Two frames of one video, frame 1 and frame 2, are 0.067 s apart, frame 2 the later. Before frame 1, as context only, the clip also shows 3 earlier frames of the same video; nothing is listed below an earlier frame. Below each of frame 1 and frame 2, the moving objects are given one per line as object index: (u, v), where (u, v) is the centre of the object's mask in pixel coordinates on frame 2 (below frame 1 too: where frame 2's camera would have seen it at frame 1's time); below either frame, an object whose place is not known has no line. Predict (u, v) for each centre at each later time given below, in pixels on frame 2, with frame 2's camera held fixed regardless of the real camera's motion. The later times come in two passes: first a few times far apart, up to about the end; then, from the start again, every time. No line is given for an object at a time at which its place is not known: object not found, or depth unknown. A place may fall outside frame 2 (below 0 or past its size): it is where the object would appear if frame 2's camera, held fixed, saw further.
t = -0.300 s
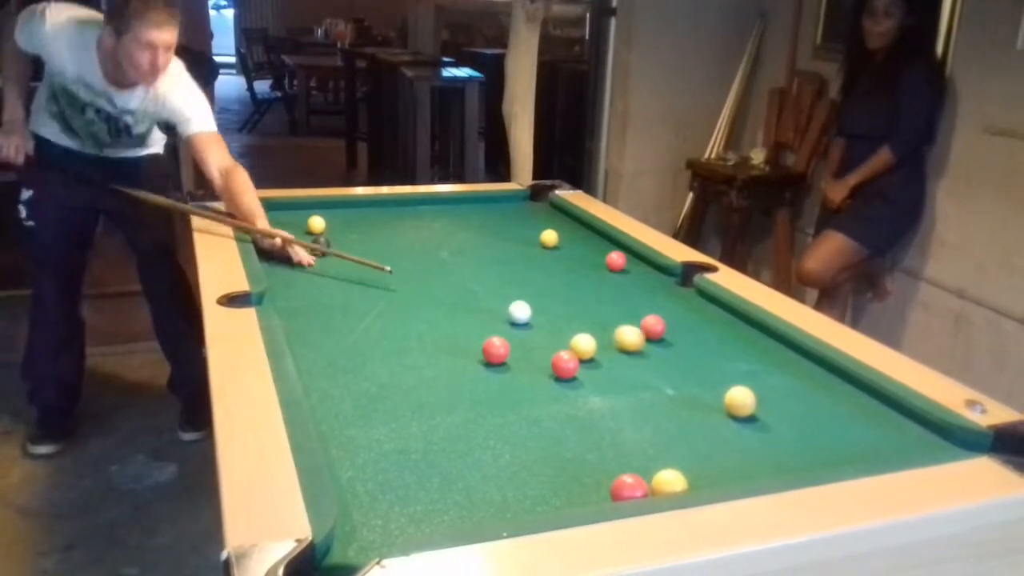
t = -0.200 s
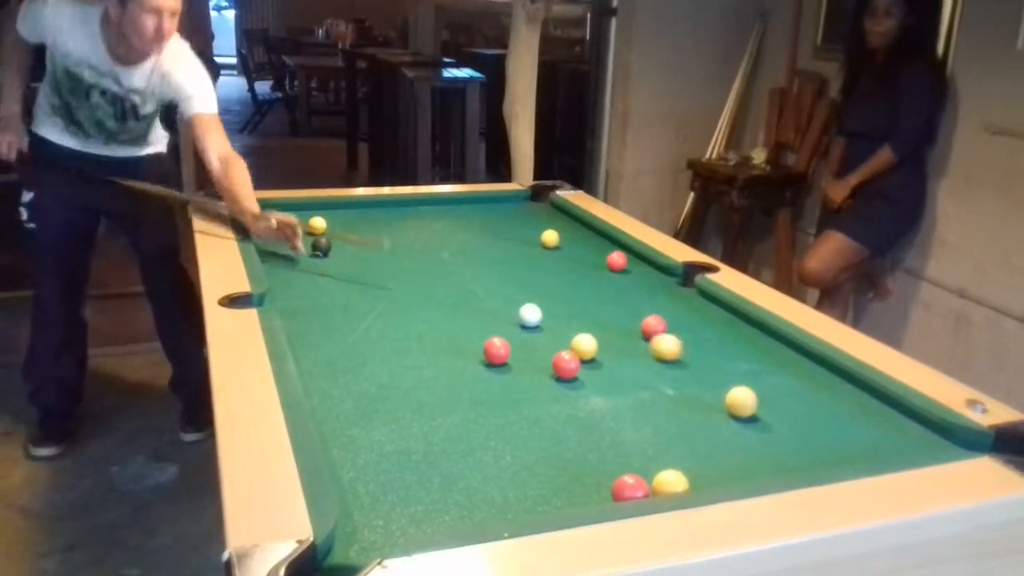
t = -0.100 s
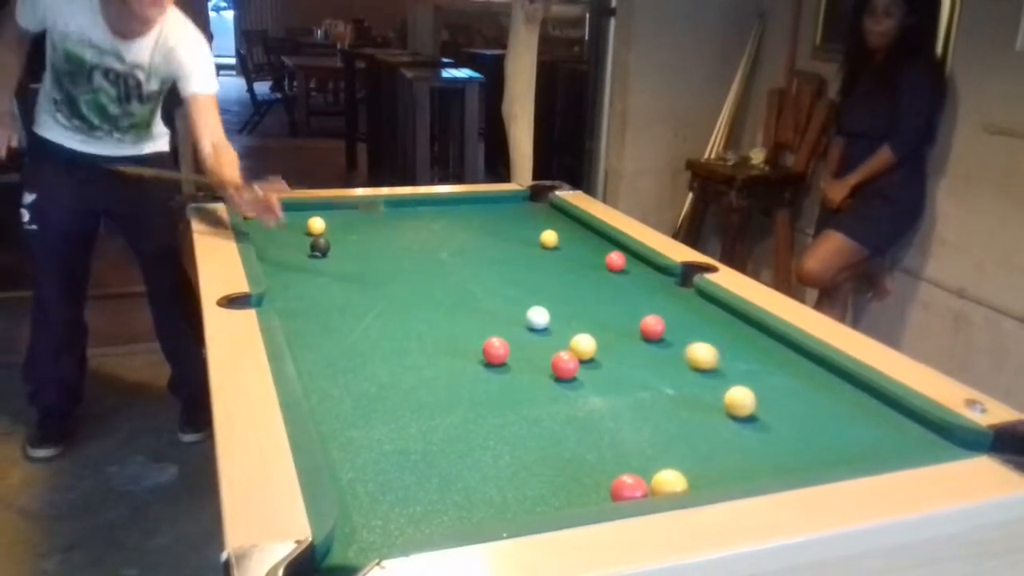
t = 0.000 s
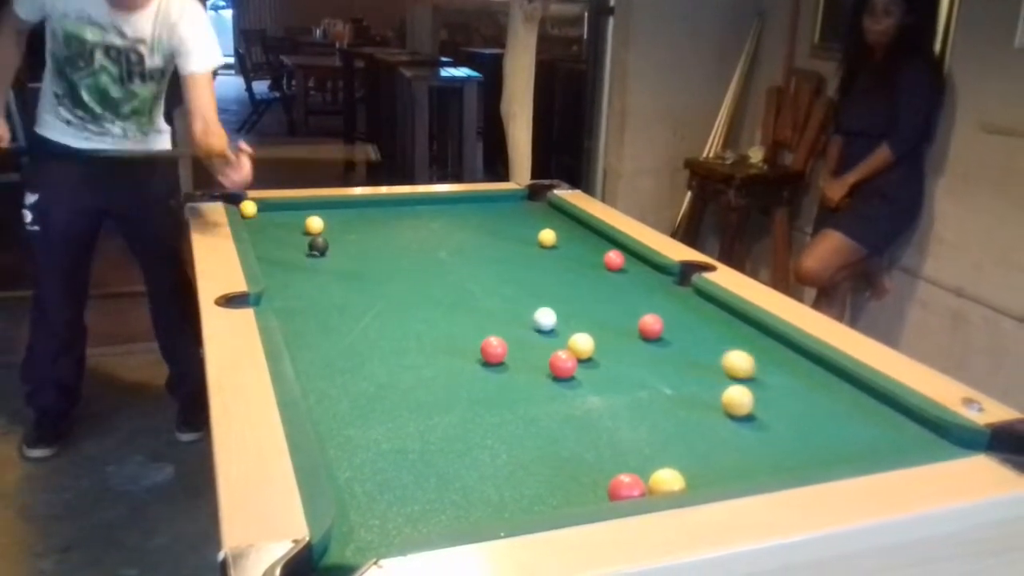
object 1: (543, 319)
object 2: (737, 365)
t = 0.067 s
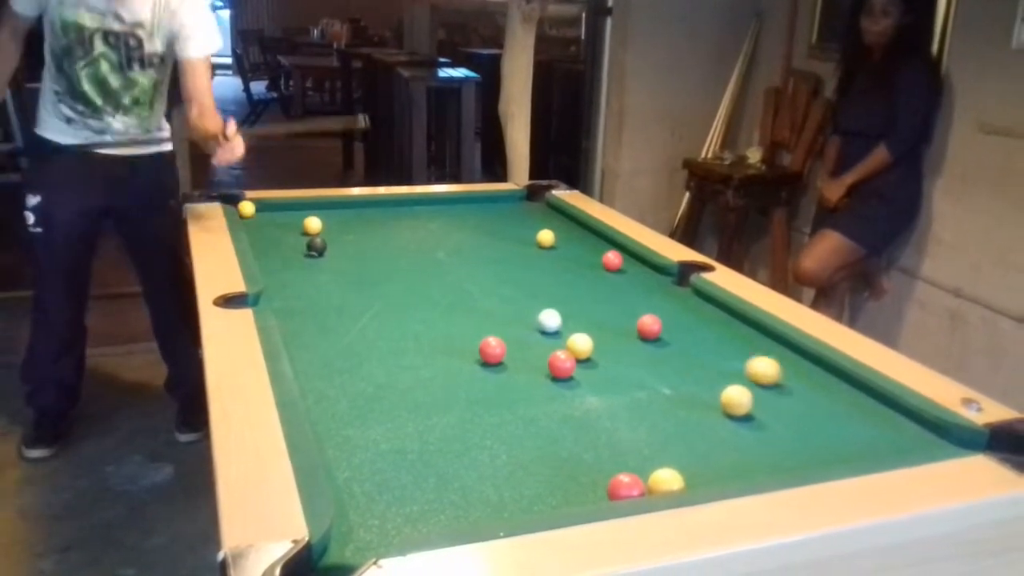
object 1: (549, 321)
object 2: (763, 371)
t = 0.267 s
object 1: (565, 324)
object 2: (846, 390)
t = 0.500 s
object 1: (585, 327)
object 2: (877, 416)
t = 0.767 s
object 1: (602, 335)
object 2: (884, 445)
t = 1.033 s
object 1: (617, 340)
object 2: (827, 440)
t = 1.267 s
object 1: (629, 344)
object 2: (773, 428)
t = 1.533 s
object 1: (641, 347)
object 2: (716, 415)
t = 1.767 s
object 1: (648, 350)
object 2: (672, 404)
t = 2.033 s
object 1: (655, 351)
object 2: (626, 393)
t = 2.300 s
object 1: (659, 353)
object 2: (584, 383)
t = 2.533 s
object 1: (660, 353)
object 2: (550, 376)
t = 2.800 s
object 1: (659, 353)
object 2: (516, 368)
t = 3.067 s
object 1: (659, 353)
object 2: (483, 361)
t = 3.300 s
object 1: (659, 353)
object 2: (458, 356)
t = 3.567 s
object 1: (659, 353)
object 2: (432, 351)
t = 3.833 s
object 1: (659, 353)
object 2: (408, 346)
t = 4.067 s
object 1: (659, 353)
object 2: (389, 344)
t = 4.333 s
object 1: (659, 353)
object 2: (369, 340)
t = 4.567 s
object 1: (659, 353)
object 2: (355, 338)
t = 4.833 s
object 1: (659, 353)
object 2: (341, 336)
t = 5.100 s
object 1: (659, 353)
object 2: (328, 335)
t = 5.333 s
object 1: (659, 353)
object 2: (319, 334)
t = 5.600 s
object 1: (659, 353)
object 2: (310, 335)
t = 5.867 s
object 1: (659, 353)
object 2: (304, 334)
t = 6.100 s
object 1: (659, 353)
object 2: (300, 334)
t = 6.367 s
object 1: (659, 353)
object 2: (299, 334)
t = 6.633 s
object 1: (659, 353)
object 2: (299, 334)
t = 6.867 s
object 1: (659, 353)
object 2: (299, 334)
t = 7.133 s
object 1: (659, 353)
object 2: (299, 334)
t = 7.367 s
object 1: (659, 353)
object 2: (299, 334)
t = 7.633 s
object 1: (659, 353)
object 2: (299, 334)
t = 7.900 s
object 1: (659, 353)
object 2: (299, 334)
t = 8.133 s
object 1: (659, 353)
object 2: (299, 334)
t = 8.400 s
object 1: (659, 353)
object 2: (299, 334)
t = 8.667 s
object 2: (299, 334)
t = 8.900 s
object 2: (299, 334)
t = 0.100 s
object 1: (552, 321)
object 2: (777, 374)
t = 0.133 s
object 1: (555, 322)
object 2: (790, 377)
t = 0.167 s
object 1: (558, 323)
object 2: (804, 380)
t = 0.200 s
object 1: (560, 323)
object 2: (818, 383)
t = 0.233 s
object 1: (563, 324)
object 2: (832, 387)
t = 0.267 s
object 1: (565, 324)
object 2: (846, 390)
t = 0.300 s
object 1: (568, 325)
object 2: (860, 393)
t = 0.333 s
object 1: (571, 325)
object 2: (872, 397)
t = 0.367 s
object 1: (573, 325)
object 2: (873, 401)
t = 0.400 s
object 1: (576, 326)
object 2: (874, 404)
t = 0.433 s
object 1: (579, 326)
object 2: (875, 408)
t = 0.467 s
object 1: (582, 327)
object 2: (876, 412)
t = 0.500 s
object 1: (585, 327)
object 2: (877, 416)
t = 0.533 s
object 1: (587, 328)
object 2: (878, 420)
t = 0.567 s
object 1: (590, 329)
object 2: (879, 424)
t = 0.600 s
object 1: (592, 330)
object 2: (880, 428)
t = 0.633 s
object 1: (594, 331)
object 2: (881, 432)
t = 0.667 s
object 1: (596, 332)
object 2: (882, 436)
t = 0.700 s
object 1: (598, 333)
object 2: (883, 440)
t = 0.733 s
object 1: (600, 334)
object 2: (883, 442)
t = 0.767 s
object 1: (602, 335)
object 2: (884, 445)
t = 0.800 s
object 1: (604, 336)
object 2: (884, 447)
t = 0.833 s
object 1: (606, 337)
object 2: (876, 446)
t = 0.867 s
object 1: (608, 337)
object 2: (868, 445)
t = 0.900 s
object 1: (610, 338)
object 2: (859, 445)
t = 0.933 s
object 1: (612, 338)
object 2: (851, 444)
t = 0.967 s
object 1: (614, 339)
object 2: (843, 444)
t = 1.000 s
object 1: (615, 340)
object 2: (835, 441)
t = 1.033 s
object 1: (617, 340)
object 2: (827, 440)
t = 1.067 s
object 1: (619, 341)
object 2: (819, 438)
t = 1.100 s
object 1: (621, 341)
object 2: (811, 437)
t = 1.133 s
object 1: (623, 342)
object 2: (803, 434)
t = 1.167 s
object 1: (625, 342)
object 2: (795, 433)
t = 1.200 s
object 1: (626, 343)
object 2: (788, 431)
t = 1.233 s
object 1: (628, 343)
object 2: (780, 429)
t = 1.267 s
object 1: (629, 344)
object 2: (773, 428)
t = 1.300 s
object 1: (631, 344)
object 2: (766, 426)
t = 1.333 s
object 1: (632, 345)
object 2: (758, 424)
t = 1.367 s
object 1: (634, 345)
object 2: (751, 423)
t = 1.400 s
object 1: (635, 346)
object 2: (744, 421)
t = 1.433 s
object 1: (637, 346)
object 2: (737, 420)
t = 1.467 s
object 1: (638, 346)
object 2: (729, 418)
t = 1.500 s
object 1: (639, 347)
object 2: (723, 417)
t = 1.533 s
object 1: (641, 347)
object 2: (716, 415)
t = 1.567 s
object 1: (642, 348)
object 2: (710, 413)
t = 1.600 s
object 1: (643, 348)
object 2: (703, 411)
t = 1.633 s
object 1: (644, 348)
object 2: (696, 410)
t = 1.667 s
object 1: (645, 349)
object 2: (691, 409)
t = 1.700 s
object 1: (647, 349)
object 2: (684, 407)
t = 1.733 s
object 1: (648, 349)
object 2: (678, 405)
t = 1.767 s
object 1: (648, 350)
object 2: (672, 404)
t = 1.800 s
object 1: (649, 350)
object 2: (666, 403)
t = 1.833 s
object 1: (650, 350)
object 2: (660, 401)
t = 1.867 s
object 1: (651, 350)
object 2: (654, 400)
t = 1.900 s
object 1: (652, 351)
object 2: (648, 398)
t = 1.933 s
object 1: (653, 351)
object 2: (643, 397)
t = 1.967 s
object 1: (654, 351)
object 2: (637, 396)
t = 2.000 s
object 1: (654, 351)
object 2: (632, 394)
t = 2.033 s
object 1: (655, 351)
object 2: (626, 393)
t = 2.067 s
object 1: (655, 352)
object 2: (620, 391)
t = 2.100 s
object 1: (656, 352)
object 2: (615, 390)
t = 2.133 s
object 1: (656, 352)
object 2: (610, 389)
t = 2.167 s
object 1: (657, 352)
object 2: (605, 388)
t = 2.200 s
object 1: (658, 352)
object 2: (599, 387)
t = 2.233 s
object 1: (658, 353)
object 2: (594, 385)
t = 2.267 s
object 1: (659, 353)
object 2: (589, 384)
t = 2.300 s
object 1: (659, 353)
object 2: (584, 383)
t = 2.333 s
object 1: (659, 353)
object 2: (579, 382)
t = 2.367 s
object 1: (660, 353)
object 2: (574, 381)
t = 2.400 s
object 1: (660, 353)
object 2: (569, 380)
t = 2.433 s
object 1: (660, 353)
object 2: (564, 379)
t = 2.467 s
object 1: (660, 353)
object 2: (560, 378)
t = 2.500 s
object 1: (660, 353)
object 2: (555, 377)
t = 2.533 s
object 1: (660, 353)
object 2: (550, 376)
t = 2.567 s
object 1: (660, 353)
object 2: (545, 374)
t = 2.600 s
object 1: (660, 353)
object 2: (541, 374)
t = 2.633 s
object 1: (660, 353)
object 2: (537, 373)
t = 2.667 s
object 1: (660, 353)
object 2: (532, 372)
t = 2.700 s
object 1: (659, 353)
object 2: (528, 371)
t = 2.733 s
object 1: (659, 353)
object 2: (524, 370)
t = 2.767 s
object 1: (659, 353)
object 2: (520, 369)
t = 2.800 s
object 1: (659, 353)
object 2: (516, 368)
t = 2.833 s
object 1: (659, 353)
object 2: (512, 367)
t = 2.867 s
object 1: (659, 353)
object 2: (508, 366)
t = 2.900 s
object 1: (659, 353)
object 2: (504, 365)
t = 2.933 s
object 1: (659, 353)
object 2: (499, 364)
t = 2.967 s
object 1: (659, 353)
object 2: (495, 364)
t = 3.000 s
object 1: (659, 353)
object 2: (491, 363)
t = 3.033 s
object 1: (659, 353)
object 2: (487, 362)
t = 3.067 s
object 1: (659, 353)
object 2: (483, 361)
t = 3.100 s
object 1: (659, 353)
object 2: (479, 360)
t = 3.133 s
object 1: (659, 353)
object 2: (476, 360)
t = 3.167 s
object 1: (659, 353)
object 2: (472, 359)
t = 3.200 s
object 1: (659, 353)
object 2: (469, 358)
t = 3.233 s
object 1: (659, 353)
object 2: (465, 358)
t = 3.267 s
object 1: (659, 353)
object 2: (462, 357)
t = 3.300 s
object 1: (659, 353)
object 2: (458, 356)
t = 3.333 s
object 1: (659, 353)
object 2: (454, 356)
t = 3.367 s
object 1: (659, 353)
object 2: (451, 354)
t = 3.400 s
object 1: (659, 353)
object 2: (448, 354)
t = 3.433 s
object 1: (659, 353)
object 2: (445, 354)
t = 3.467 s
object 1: (659, 353)
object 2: (441, 353)
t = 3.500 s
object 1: (659, 353)
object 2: (438, 352)
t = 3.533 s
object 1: (659, 353)
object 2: (435, 352)
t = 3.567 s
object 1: (659, 353)
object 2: (432, 351)
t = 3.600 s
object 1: (659, 353)
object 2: (429, 350)
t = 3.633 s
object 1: (659, 353)
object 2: (426, 350)
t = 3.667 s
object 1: (659, 353)
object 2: (423, 349)
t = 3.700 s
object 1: (659, 353)
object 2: (419, 349)
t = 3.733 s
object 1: (659, 353)
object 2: (416, 348)
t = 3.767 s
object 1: (659, 353)
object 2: (413, 347)
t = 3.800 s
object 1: (659, 353)
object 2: (410, 347)
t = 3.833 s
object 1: (659, 353)
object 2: (408, 346)
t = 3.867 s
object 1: (659, 353)
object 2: (405, 346)
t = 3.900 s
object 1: (659, 353)
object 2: (402, 346)
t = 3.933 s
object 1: (659, 353)
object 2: (399, 345)
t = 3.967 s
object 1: (659, 353)
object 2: (397, 344)
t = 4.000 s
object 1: (659, 353)
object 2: (394, 344)
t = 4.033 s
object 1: (659, 353)
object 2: (392, 344)
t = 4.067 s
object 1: (659, 353)
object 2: (389, 344)
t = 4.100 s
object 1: (659, 353)
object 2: (386, 343)
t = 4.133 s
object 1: (659, 353)
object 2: (384, 343)
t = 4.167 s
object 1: (659, 353)
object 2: (381, 342)
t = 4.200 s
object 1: (659, 353)
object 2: (379, 342)
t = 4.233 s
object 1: (659, 353)
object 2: (377, 342)
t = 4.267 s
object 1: (659, 353)
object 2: (374, 341)
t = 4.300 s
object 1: (659, 353)
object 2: (372, 340)
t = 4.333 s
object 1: (659, 353)
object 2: (369, 340)
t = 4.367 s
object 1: (659, 353)
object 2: (367, 340)
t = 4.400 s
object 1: (659, 353)
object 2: (365, 339)
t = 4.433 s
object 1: (659, 353)
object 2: (363, 339)
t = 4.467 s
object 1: (659, 353)
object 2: (361, 339)
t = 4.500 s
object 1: (659, 353)
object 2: (359, 339)
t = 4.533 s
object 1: (659, 353)
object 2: (357, 339)
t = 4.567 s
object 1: (659, 353)
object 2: (355, 338)
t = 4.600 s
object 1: (659, 353)
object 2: (353, 338)
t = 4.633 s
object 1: (659, 353)
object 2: (351, 337)
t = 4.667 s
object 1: (659, 353)
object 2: (350, 337)
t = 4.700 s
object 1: (659, 353)
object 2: (348, 337)
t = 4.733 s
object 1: (659, 353)
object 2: (346, 337)
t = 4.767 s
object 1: (659, 353)
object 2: (344, 337)
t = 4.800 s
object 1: (659, 353)
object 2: (342, 337)
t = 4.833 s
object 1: (659, 353)
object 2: (341, 336)
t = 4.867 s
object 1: (659, 353)
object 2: (339, 336)
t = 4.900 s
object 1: (659, 353)
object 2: (338, 336)
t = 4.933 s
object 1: (659, 353)
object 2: (336, 335)
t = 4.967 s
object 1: (659, 353)
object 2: (334, 335)
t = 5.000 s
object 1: (659, 353)
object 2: (333, 335)
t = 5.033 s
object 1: (659, 353)
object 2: (331, 335)
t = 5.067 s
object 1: (659, 353)
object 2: (329, 335)
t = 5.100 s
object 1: (659, 353)
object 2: (328, 335)
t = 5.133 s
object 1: (659, 353)
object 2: (327, 335)
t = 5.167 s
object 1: (659, 353)
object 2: (325, 335)
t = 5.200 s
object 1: (659, 353)
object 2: (324, 335)
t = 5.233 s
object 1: (659, 353)
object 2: (323, 335)
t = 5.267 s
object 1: (659, 353)
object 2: (321, 335)
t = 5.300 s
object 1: (659, 353)
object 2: (320, 335)
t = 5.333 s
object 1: (659, 353)
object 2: (319, 334)
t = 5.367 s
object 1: (659, 353)
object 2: (317, 334)
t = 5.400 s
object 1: (659, 353)
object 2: (316, 334)
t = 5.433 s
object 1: (659, 353)
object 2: (315, 334)
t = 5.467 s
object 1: (659, 353)
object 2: (314, 335)
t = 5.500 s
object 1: (659, 353)
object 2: (313, 334)
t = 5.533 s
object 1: (659, 353)
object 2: (312, 334)
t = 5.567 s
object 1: (659, 353)
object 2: (311, 335)
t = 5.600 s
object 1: (659, 353)
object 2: (310, 335)
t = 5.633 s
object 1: (659, 353)
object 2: (309, 334)
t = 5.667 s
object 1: (659, 353)
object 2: (308, 335)
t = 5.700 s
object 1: (659, 353)
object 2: (307, 334)
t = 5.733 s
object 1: (659, 353)
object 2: (306, 335)
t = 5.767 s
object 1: (659, 353)
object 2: (306, 334)
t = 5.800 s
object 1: (659, 353)
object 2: (305, 334)
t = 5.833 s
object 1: (659, 353)
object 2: (304, 334)
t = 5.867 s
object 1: (659, 353)
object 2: (304, 334)
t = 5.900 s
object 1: (659, 353)
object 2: (303, 335)
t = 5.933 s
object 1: (659, 353)
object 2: (302, 335)
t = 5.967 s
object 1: (659, 353)
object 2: (302, 334)
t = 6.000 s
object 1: (659, 353)
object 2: (301, 334)
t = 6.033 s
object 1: (659, 353)
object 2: (301, 334)
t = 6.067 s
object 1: (659, 353)
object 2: (300, 334)
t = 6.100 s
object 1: (659, 353)
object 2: (300, 334)
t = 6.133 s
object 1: (659, 353)
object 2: (299, 335)
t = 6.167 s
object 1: (659, 353)
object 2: (299, 334)
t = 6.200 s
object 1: (659, 353)
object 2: (299, 334)
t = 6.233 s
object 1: (659, 353)
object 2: (299, 334)
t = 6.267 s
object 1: (659, 353)
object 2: (298, 334)
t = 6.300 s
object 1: (659, 353)
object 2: (298, 335)
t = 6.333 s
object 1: (659, 353)
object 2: (299, 334)
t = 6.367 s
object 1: (659, 353)
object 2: (299, 334)
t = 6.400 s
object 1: (659, 353)
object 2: (299, 334)
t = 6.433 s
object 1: (659, 353)
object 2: (299, 334)
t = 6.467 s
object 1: (659, 353)
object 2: (299, 334)
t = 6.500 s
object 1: (659, 353)
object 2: (299, 334)
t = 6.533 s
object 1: (659, 353)
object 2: (299, 334)
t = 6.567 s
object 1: (659, 353)
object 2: (299, 334)
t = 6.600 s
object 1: (659, 353)
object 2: (299, 334)
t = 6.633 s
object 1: (659, 353)
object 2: (299, 334)
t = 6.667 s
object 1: (659, 353)
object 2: (299, 334)
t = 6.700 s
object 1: (659, 353)
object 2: (299, 334)
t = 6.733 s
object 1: (659, 353)
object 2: (299, 334)
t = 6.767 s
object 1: (659, 353)
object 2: (299, 334)
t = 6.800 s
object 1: (659, 353)
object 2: (299, 334)
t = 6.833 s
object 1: (659, 353)
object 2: (299, 334)
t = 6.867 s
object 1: (659, 353)
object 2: (299, 334)
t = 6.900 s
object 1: (659, 353)
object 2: (299, 334)
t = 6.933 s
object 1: (659, 353)
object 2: (299, 334)
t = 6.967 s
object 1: (659, 353)
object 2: (299, 334)
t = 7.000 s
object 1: (659, 353)
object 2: (299, 334)
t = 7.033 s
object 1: (659, 353)
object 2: (299, 334)
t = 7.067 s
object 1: (659, 353)
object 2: (299, 334)
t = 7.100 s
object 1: (659, 353)
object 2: (299, 334)
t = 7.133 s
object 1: (659, 353)
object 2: (299, 334)
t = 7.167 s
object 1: (659, 353)
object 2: (299, 334)
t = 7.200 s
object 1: (659, 353)
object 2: (299, 334)
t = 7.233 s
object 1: (659, 353)
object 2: (299, 334)
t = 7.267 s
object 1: (659, 353)
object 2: (299, 334)
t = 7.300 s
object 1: (659, 353)
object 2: (299, 334)
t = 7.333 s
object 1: (659, 353)
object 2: (299, 334)
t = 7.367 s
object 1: (659, 353)
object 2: (299, 334)
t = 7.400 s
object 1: (659, 353)
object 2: (299, 334)
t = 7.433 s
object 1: (659, 353)
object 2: (299, 334)
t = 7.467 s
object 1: (659, 353)
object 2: (299, 334)
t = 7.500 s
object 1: (659, 353)
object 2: (299, 334)
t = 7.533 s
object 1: (659, 353)
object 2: (299, 334)
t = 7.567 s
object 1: (659, 353)
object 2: (299, 334)
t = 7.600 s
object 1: (659, 353)
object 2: (299, 334)
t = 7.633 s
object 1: (659, 353)
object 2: (299, 334)
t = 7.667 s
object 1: (659, 353)
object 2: (299, 334)
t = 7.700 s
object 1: (659, 353)
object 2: (299, 334)
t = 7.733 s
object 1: (659, 353)
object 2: (299, 334)
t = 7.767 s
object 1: (659, 353)
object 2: (299, 334)
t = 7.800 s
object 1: (659, 353)
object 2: (299, 334)
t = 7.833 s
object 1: (659, 353)
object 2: (299, 334)
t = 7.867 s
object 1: (659, 353)
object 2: (299, 334)
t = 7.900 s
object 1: (659, 353)
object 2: (299, 334)
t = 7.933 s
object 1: (659, 353)
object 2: (299, 334)
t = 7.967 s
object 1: (659, 353)
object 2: (299, 335)
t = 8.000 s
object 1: (659, 353)
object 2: (299, 334)
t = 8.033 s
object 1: (659, 353)
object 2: (299, 334)
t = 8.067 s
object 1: (659, 353)
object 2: (299, 334)
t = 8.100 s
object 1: (659, 353)
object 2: (299, 334)
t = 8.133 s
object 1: (659, 353)
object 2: (299, 334)
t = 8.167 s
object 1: (659, 353)
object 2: (299, 334)
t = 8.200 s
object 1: (659, 353)
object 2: (299, 334)
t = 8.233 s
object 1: (659, 353)
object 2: (299, 334)
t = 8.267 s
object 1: (659, 353)
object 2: (299, 334)
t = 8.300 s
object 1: (659, 353)
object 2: (299, 334)
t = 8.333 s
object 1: (658, 353)
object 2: (299, 334)
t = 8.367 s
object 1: (659, 353)
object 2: (299, 334)
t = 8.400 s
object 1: (659, 353)
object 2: (299, 334)
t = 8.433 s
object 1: (659, 353)
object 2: (299, 334)
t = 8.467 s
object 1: (659, 353)
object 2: (299, 334)
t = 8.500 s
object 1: (658, 353)
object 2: (299, 334)
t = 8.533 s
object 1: (659, 353)
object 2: (299, 334)
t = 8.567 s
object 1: (659, 353)
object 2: (298, 334)
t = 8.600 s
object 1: (659, 353)
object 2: (299, 334)
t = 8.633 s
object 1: (659, 353)
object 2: (299, 334)
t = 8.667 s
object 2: (299, 334)
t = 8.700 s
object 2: (299, 334)
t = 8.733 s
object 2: (299, 334)
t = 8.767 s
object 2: (299, 334)
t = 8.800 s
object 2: (299, 334)
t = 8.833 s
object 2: (299, 334)
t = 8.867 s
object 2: (299, 334)
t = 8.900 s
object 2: (299, 334)
